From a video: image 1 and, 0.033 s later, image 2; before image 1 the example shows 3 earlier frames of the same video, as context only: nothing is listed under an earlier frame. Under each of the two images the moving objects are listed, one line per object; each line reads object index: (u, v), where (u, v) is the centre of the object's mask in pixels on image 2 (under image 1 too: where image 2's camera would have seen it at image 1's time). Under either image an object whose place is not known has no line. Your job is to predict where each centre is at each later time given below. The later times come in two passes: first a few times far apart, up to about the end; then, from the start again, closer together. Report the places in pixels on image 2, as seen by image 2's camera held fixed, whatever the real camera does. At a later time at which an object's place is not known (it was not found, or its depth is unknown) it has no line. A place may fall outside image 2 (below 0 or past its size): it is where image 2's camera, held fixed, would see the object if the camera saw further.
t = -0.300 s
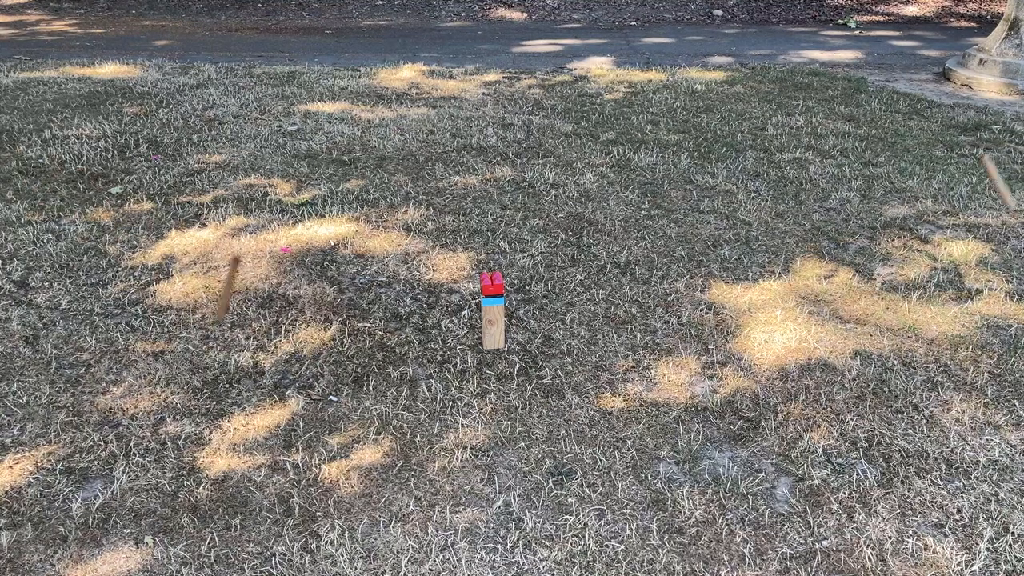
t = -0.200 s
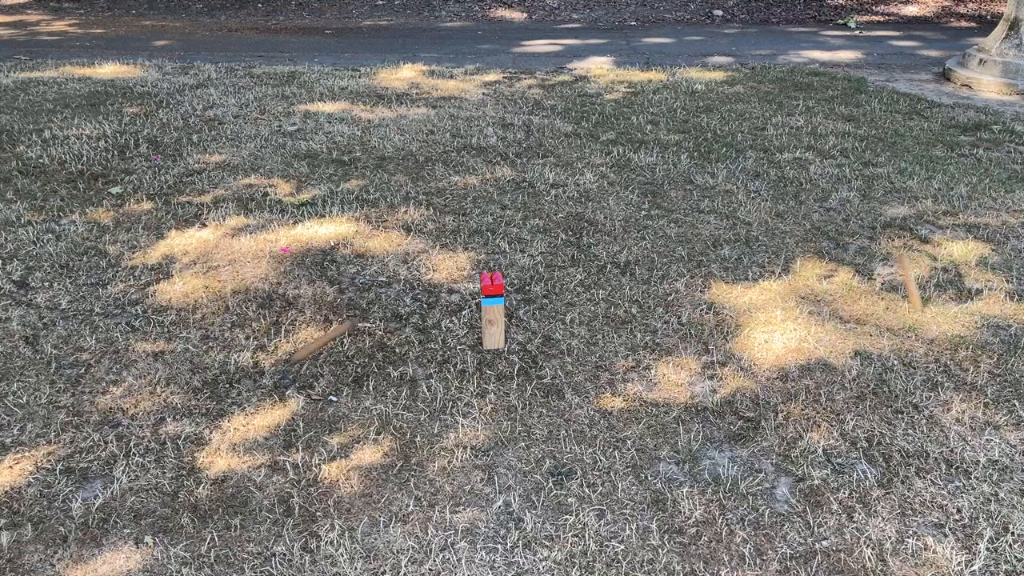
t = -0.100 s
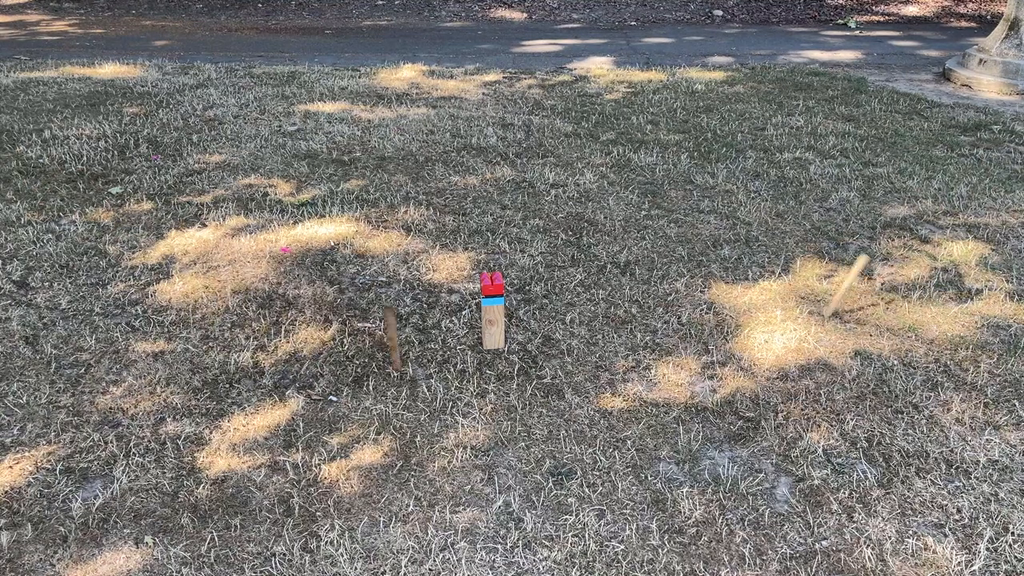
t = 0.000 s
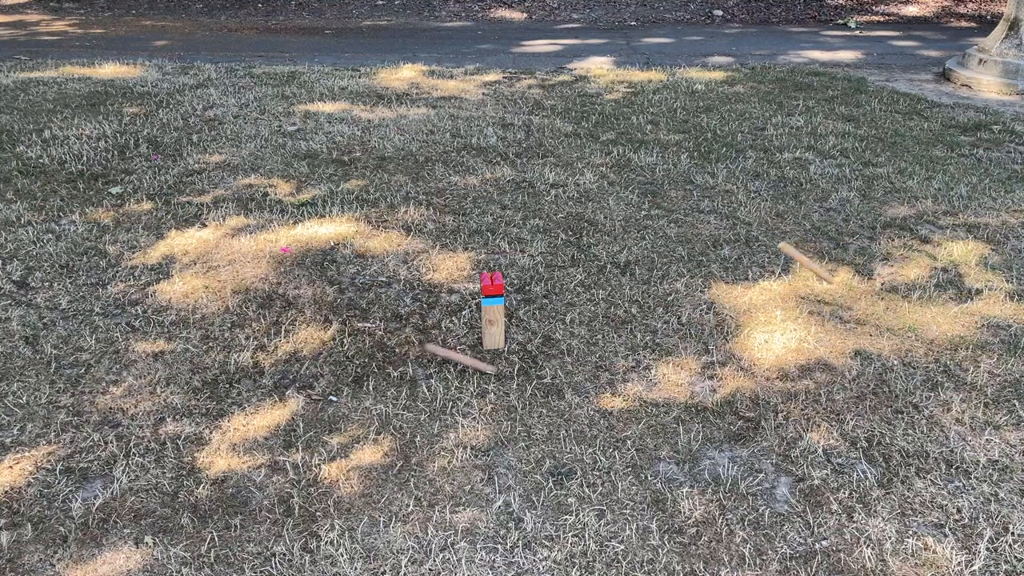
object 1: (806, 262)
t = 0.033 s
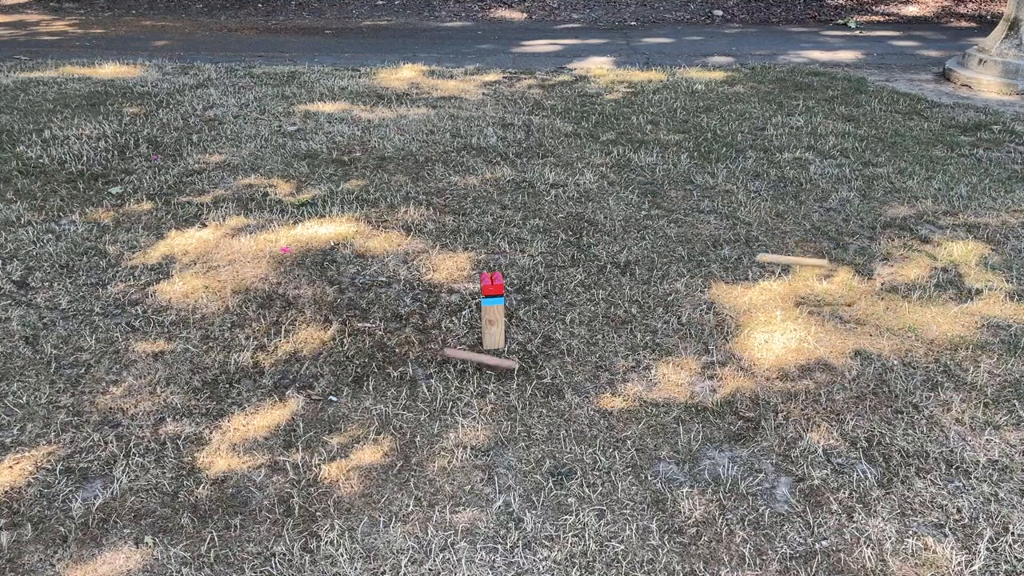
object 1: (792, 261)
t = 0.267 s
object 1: (684, 310)
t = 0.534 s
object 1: (664, 316)
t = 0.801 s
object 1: (664, 316)
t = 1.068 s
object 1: (664, 316)
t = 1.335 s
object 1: (664, 316)
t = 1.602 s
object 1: (664, 316)
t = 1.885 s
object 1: (664, 316)
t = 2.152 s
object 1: (664, 316)
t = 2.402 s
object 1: (664, 316)
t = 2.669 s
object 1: (664, 316)
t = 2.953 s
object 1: (665, 316)
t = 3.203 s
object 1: (665, 316)
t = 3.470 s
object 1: (665, 316)
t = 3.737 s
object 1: (665, 316)
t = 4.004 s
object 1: (664, 316)
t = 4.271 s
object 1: (664, 316)
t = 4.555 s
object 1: (664, 316)
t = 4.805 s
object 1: (664, 316)
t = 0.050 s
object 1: (784, 261)
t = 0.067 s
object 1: (779, 260)
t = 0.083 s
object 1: (772, 261)
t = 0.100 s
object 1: (764, 262)
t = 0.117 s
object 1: (757, 263)
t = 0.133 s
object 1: (749, 265)
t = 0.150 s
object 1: (740, 270)
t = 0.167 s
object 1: (732, 273)
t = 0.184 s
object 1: (724, 278)
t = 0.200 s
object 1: (718, 285)
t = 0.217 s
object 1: (705, 287)
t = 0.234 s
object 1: (702, 297)
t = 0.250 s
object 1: (695, 303)
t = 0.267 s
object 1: (684, 310)
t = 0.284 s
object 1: (680, 315)
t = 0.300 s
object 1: (676, 315)
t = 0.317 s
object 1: (675, 313)
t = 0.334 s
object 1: (673, 312)
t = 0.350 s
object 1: (671, 312)
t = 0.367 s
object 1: (670, 311)
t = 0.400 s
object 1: (668, 311)
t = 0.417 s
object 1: (667, 312)
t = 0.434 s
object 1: (665, 312)
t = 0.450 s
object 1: (664, 314)
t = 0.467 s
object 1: (664, 315)
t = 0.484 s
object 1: (664, 316)
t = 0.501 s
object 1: (664, 316)
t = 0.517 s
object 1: (664, 316)
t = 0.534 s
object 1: (664, 316)
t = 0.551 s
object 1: (664, 316)
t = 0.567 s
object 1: (665, 316)
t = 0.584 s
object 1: (664, 316)
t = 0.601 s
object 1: (664, 316)
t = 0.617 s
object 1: (664, 316)
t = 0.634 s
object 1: (664, 316)
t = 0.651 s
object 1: (664, 316)
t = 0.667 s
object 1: (664, 316)
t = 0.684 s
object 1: (664, 316)
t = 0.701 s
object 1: (664, 316)
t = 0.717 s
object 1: (664, 316)
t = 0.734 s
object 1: (664, 316)
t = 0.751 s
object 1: (664, 316)
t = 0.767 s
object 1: (664, 316)
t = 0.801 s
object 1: (664, 316)
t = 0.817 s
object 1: (664, 316)
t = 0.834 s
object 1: (664, 316)
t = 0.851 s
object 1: (664, 316)
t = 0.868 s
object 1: (664, 316)
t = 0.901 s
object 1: (664, 316)
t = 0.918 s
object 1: (664, 316)
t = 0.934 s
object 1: (664, 316)
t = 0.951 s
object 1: (664, 316)
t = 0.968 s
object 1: (664, 316)
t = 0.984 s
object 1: (664, 316)
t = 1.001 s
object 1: (664, 316)
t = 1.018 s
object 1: (664, 316)
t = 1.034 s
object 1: (664, 316)
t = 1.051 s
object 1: (664, 316)
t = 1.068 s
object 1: (664, 316)
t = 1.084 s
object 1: (664, 316)
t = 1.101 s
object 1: (664, 316)
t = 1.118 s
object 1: (664, 316)
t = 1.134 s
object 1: (664, 316)
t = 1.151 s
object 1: (664, 316)
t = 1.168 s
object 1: (664, 316)
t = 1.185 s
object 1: (664, 316)
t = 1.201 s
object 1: (664, 316)
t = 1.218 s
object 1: (664, 316)
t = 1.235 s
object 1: (664, 316)
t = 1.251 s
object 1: (664, 316)
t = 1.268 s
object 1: (664, 316)
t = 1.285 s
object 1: (664, 316)
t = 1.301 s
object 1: (664, 316)
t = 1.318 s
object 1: (664, 316)
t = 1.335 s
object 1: (664, 316)
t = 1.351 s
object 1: (664, 316)
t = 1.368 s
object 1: (664, 316)
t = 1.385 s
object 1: (664, 316)
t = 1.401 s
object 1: (664, 316)
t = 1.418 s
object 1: (664, 316)
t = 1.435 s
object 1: (664, 316)
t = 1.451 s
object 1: (664, 316)
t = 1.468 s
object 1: (664, 316)
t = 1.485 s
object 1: (664, 316)
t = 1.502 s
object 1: (664, 316)
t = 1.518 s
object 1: (664, 316)
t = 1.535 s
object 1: (664, 316)
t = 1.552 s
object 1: (664, 316)
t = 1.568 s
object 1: (664, 316)
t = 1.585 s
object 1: (664, 316)
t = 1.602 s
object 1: (664, 316)
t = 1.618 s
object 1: (664, 316)
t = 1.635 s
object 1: (664, 316)
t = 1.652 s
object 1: (664, 316)
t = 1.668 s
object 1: (664, 316)
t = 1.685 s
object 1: (664, 316)
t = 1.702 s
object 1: (664, 316)
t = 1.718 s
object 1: (664, 316)
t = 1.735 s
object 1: (664, 316)
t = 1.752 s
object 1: (664, 316)
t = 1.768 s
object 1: (664, 316)
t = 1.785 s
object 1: (665, 316)
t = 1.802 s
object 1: (665, 316)
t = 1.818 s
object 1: (665, 316)
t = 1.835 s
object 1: (665, 316)
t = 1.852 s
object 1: (665, 316)
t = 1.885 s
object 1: (664, 316)
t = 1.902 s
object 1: (664, 316)
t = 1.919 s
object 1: (664, 316)
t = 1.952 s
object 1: (664, 316)
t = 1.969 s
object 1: (664, 316)
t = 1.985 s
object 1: (664, 316)
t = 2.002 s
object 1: (664, 316)
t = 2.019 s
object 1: (664, 316)
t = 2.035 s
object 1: (664, 316)
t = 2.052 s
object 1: (664, 316)
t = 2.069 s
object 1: (664, 316)
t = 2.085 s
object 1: (664, 316)
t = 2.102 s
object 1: (664, 316)
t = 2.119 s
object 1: (664, 316)
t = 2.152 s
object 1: (664, 316)
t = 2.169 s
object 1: (664, 316)
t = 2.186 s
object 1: (664, 316)
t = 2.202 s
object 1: (664, 316)
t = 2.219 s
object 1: (664, 316)
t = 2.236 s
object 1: (664, 316)
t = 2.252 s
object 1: (664, 316)
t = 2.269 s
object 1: (664, 316)
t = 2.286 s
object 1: (664, 316)
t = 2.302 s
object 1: (664, 316)
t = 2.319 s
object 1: (664, 316)
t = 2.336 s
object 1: (664, 316)
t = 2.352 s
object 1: (664, 316)
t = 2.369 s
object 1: (664, 316)
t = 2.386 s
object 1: (664, 316)
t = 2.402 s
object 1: (664, 316)
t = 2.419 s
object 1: (665, 316)
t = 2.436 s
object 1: (665, 316)
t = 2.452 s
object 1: (665, 316)
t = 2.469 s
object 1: (665, 316)
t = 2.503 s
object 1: (665, 316)
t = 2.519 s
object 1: (665, 316)
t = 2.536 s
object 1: (664, 316)
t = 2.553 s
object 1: (665, 316)
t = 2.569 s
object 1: (664, 316)
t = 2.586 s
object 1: (665, 316)
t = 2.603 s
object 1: (664, 316)
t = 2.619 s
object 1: (665, 316)
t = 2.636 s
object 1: (665, 316)
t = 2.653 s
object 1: (665, 316)
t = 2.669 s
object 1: (664, 316)
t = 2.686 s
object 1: (664, 316)
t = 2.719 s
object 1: (665, 316)
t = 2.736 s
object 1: (665, 316)
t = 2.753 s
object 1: (665, 316)
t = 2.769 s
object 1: (665, 316)
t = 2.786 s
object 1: (665, 316)
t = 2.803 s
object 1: (665, 316)
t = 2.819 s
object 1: (665, 316)
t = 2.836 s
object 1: (665, 316)
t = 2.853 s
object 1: (665, 316)
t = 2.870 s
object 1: (665, 316)
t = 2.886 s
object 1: (665, 316)
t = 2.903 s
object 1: (665, 316)
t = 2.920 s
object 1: (665, 316)
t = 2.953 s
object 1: (665, 316)
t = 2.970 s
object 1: (665, 316)
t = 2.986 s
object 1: (665, 316)
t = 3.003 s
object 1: (665, 316)
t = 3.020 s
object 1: (665, 316)
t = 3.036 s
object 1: (665, 316)
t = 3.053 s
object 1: (665, 316)
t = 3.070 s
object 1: (665, 316)
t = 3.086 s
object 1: (665, 316)
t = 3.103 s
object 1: (665, 316)
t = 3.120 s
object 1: (665, 316)
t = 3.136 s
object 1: (665, 316)
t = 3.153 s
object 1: (665, 316)
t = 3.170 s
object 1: (665, 316)
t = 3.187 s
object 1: (665, 316)
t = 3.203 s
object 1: (665, 316)
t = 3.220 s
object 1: (665, 316)
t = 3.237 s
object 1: (665, 316)
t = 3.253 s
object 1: (665, 316)
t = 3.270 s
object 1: (665, 316)
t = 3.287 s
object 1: (665, 316)
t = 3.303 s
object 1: (665, 316)
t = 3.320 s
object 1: (665, 316)
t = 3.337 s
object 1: (664, 316)
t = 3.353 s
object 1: (665, 316)
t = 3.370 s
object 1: (665, 316)
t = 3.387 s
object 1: (665, 316)
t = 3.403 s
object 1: (665, 316)
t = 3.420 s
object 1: (665, 316)
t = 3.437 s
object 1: (665, 316)
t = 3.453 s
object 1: (665, 316)
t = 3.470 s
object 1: (665, 316)
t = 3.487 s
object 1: (665, 316)
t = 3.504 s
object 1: (665, 316)
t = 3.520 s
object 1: (665, 316)
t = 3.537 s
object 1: (665, 316)
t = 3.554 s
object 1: (665, 316)
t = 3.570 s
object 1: (665, 316)
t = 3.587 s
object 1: (665, 316)
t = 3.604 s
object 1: (665, 316)
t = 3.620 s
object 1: (665, 316)
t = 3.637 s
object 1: (665, 316)
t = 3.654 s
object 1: (665, 316)
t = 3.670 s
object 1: (665, 316)
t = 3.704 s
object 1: (665, 316)
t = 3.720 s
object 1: (665, 316)
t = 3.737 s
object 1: (665, 316)
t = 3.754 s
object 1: (665, 316)
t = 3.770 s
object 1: (664, 316)
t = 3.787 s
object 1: (665, 316)
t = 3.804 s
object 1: (665, 316)
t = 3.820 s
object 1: (665, 316)
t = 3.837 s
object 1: (665, 316)
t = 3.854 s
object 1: (665, 316)
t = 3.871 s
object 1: (665, 316)
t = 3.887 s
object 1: (665, 316)
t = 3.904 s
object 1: (665, 316)
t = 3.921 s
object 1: (664, 316)
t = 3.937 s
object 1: (664, 316)
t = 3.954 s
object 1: (664, 316)
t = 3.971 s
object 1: (664, 316)
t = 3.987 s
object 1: (664, 316)
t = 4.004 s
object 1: (664, 316)
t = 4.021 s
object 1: (664, 316)
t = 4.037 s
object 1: (664, 316)
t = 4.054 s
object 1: (664, 316)
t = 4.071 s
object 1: (664, 316)
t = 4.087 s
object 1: (664, 316)
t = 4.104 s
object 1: (664, 316)
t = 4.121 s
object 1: (664, 316)
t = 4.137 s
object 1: (664, 316)
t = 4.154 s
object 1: (664, 316)
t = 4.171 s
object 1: (664, 316)
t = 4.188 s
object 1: (664, 316)
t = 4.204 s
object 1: (664, 316)
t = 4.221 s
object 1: (664, 316)
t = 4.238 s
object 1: (664, 316)
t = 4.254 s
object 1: (664, 316)
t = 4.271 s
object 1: (664, 316)
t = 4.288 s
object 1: (664, 316)
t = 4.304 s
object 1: (664, 316)
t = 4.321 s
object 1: (664, 316)
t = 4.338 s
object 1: (664, 316)
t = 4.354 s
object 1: (664, 316)
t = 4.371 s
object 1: (664, 316)
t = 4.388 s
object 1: (664, 316)
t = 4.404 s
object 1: (664, 316)
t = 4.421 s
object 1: (664, 316)
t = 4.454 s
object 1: (664, 316)
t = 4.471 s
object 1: (664, 316)
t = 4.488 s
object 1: (664, 316)
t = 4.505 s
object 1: (664, 316)
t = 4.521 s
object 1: (664, 316)
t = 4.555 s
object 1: (664, 316)
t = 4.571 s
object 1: (664, 316)
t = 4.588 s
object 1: (664, 316)
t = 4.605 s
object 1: (664, 316)
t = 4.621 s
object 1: (664, 316)
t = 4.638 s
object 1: (664, 316)
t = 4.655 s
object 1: (664, 316)
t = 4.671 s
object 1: (664, 316)
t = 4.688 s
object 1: (664, 316)
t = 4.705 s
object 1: (664, 316)
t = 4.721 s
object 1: (664, 316)
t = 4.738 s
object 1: (664, 316)
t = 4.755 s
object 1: (664, 316)
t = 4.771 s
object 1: (664, 316)
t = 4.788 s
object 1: (664, 316)
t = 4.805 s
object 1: (664, 316)
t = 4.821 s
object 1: (664, 316)
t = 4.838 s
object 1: (664, 316)
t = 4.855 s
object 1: (664, 316)
